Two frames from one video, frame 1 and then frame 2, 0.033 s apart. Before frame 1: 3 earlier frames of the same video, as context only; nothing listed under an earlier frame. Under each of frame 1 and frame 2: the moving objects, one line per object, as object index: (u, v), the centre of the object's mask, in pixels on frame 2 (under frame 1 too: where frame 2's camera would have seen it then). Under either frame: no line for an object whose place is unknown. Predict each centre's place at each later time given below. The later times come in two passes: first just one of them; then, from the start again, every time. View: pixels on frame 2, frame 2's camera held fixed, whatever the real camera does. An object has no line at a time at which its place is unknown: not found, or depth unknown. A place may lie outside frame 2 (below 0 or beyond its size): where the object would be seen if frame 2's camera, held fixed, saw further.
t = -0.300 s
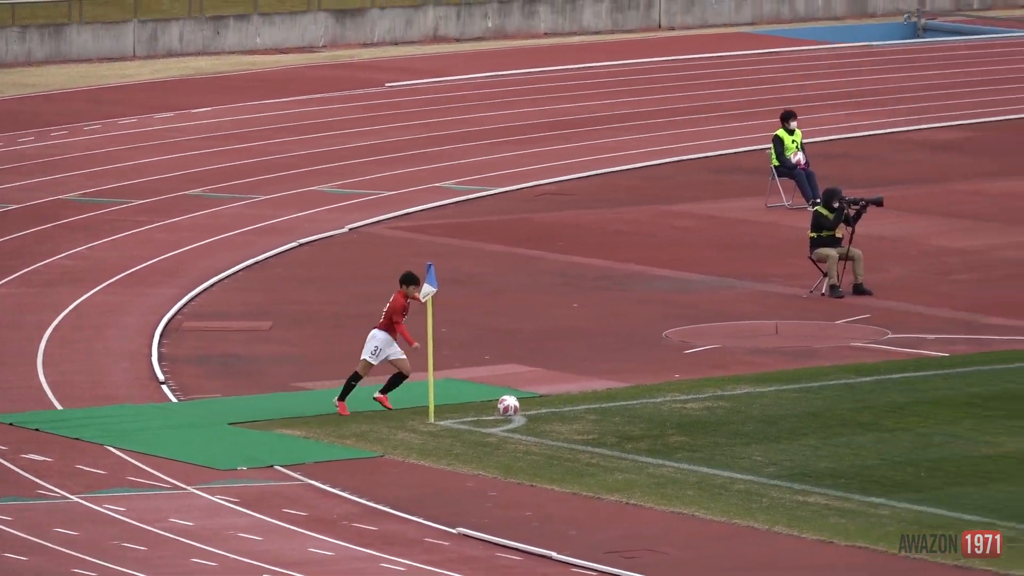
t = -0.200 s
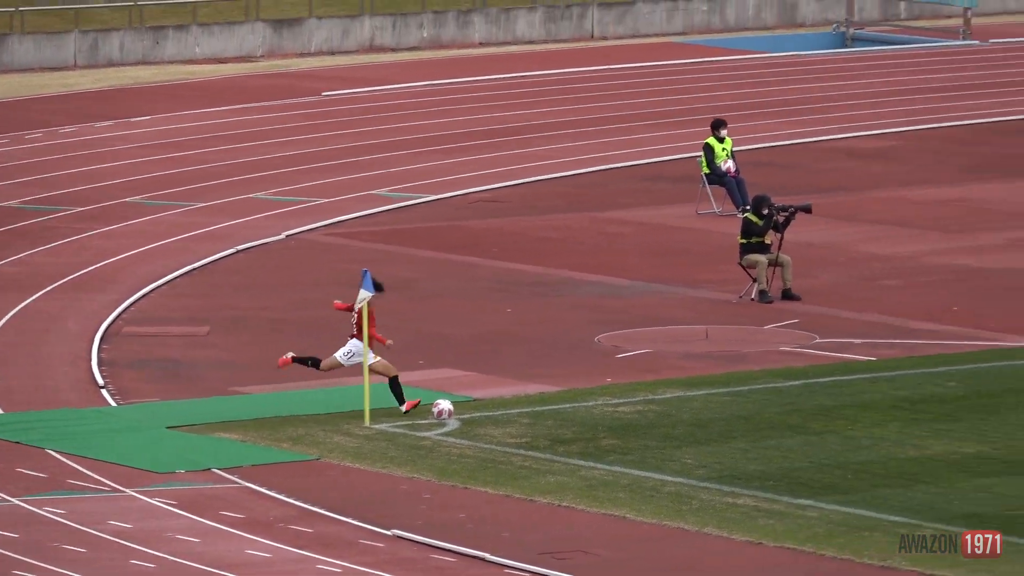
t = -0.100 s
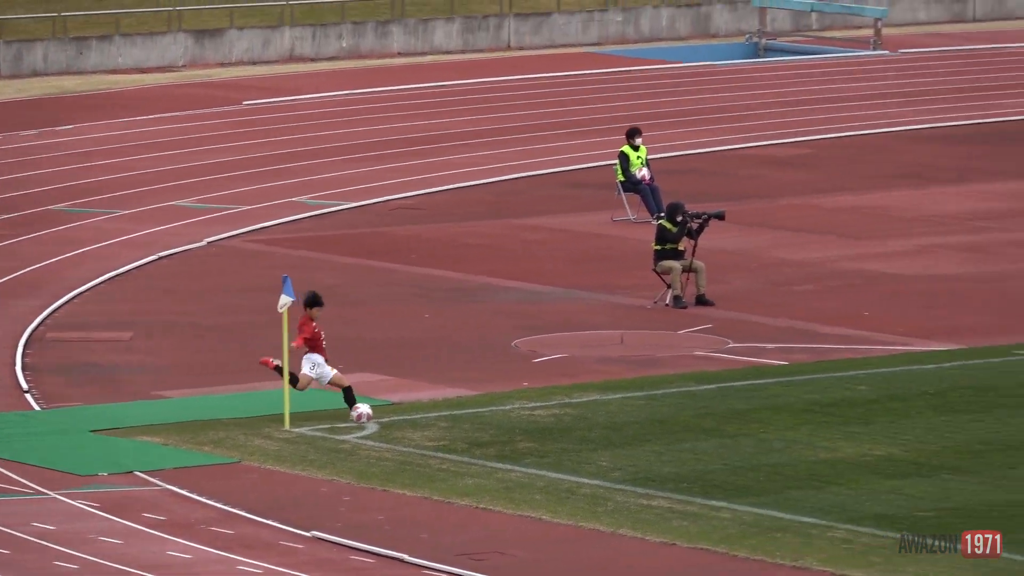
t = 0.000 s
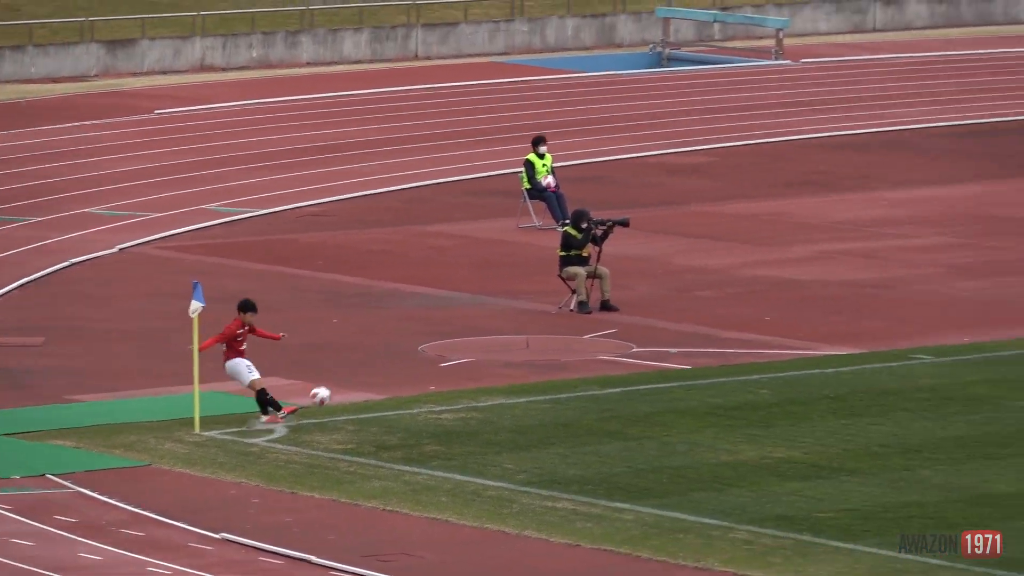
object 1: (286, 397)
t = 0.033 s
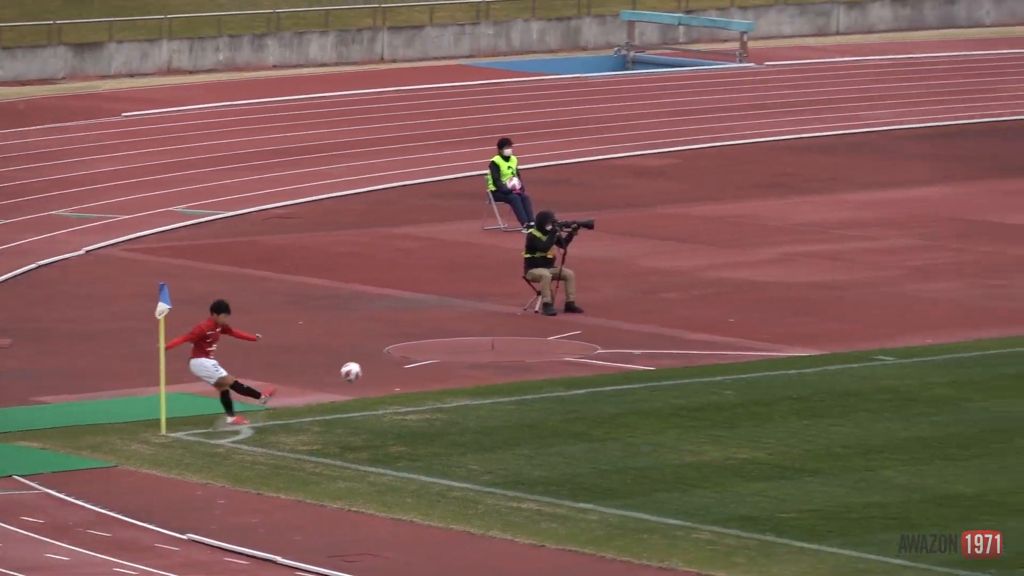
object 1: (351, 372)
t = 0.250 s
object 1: (746, 221)
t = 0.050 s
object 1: (383, 359)
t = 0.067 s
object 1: (414, 347)
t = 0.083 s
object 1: (446, 335)
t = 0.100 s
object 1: (478, 322)
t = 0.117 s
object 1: (509, 311)
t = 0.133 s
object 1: (540, 299)
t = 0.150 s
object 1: (569, 289)
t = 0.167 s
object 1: (600, 277)
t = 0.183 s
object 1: (629, 265)
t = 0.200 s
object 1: (659, 255)
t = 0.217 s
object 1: (688, 243)
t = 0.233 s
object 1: (717, 232)
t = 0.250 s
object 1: (746, 221)
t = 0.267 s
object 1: (775, 211)
